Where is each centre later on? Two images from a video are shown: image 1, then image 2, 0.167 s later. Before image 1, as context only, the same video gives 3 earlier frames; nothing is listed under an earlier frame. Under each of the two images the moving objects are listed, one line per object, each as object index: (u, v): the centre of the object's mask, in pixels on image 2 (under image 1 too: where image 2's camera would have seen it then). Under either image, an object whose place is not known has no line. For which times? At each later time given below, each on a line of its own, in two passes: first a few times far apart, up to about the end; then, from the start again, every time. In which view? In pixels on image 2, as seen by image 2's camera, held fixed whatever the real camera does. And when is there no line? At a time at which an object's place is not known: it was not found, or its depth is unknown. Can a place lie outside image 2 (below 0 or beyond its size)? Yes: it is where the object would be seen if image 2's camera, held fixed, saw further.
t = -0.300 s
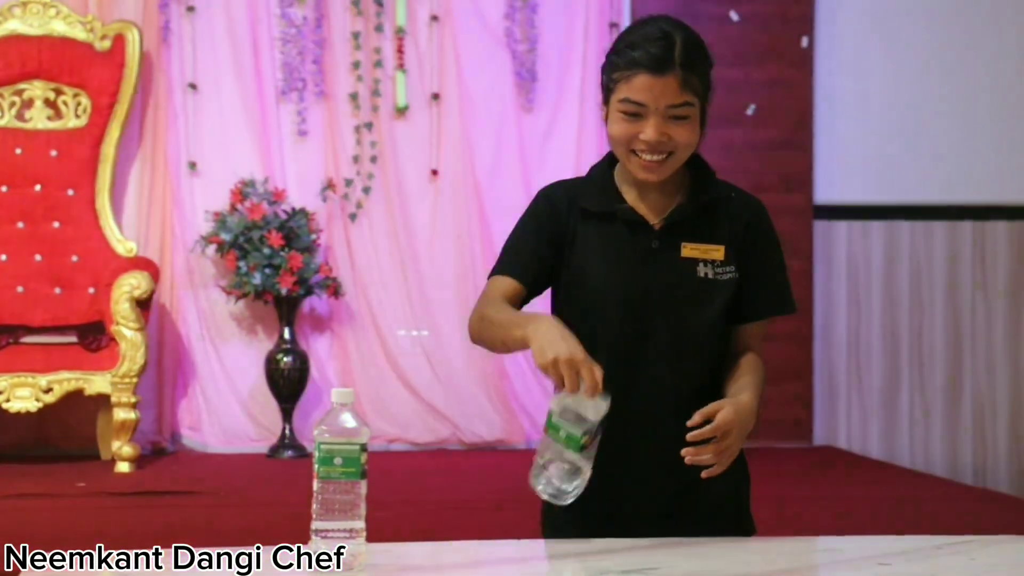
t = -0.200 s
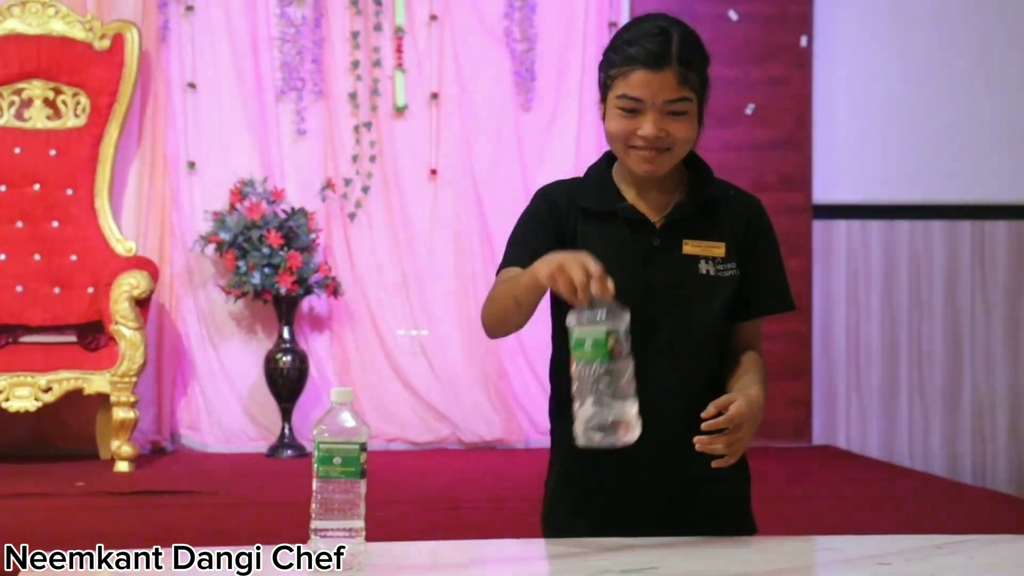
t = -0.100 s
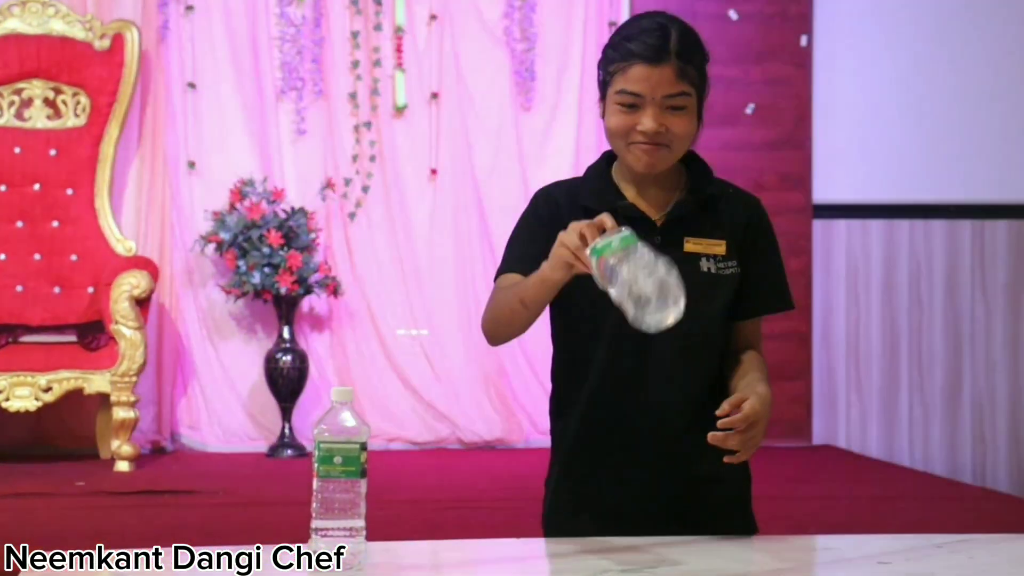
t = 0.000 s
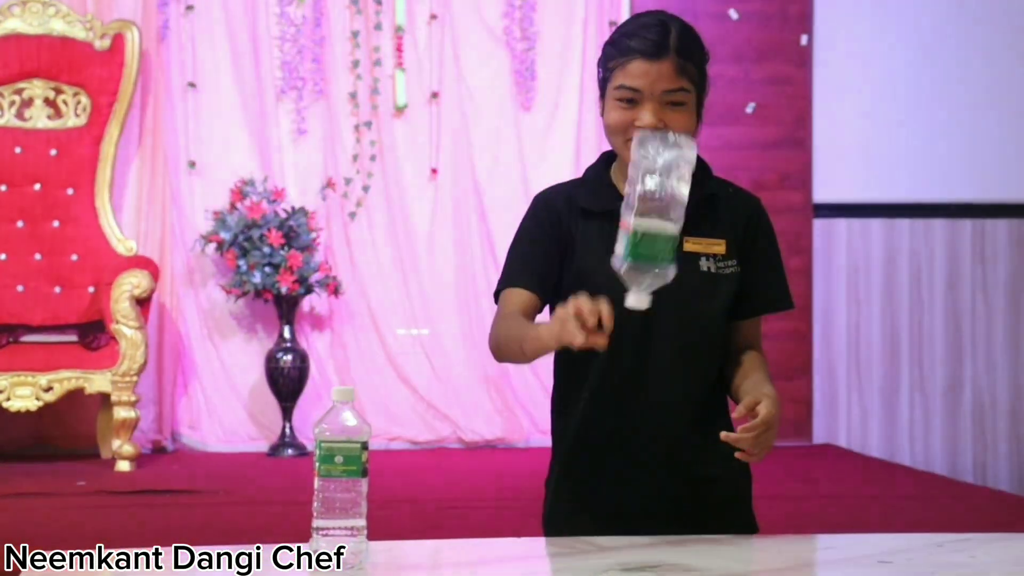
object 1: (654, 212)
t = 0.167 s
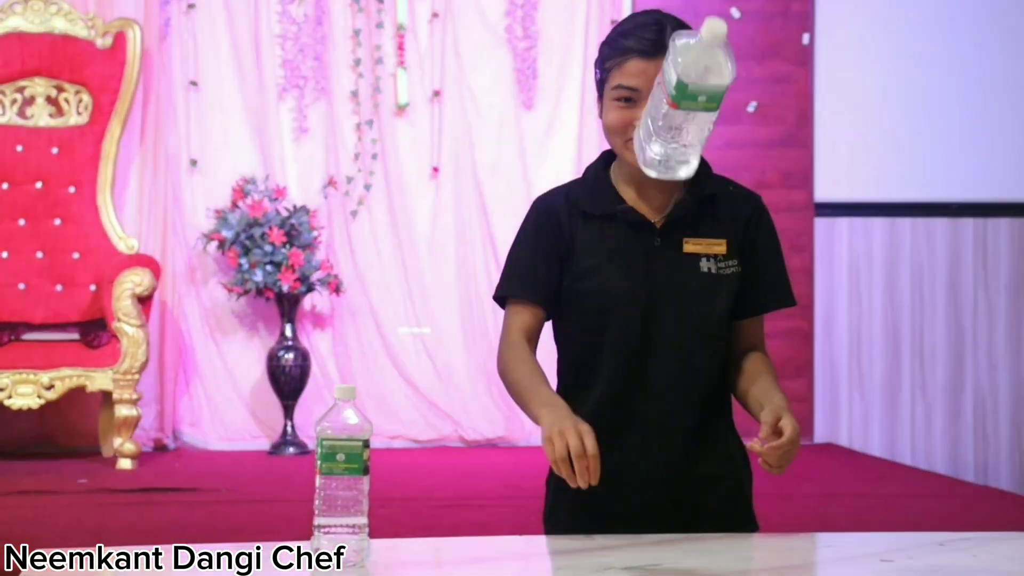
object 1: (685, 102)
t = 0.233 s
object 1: (687, 138)
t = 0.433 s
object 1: (703, 508)
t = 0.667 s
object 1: (679, 549)
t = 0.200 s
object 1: (686, 114)
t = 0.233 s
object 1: (687, 138)
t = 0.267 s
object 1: (688, 178)
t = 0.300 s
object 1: (690, 228)
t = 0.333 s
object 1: (694, 287)
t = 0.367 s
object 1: (697, 356)
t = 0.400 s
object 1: (701, 435)
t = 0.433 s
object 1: (703, 508)
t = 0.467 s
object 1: (700, 545)
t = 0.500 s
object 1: (695, 548)
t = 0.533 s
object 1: (690, 548)
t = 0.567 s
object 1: (685, 549)
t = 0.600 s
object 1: (681, 549)
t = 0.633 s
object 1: (680, 549)
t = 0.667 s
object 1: (679, 549)
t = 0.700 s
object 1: (679, 549)
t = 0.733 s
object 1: (679, 549)
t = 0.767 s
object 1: (680, 550)
